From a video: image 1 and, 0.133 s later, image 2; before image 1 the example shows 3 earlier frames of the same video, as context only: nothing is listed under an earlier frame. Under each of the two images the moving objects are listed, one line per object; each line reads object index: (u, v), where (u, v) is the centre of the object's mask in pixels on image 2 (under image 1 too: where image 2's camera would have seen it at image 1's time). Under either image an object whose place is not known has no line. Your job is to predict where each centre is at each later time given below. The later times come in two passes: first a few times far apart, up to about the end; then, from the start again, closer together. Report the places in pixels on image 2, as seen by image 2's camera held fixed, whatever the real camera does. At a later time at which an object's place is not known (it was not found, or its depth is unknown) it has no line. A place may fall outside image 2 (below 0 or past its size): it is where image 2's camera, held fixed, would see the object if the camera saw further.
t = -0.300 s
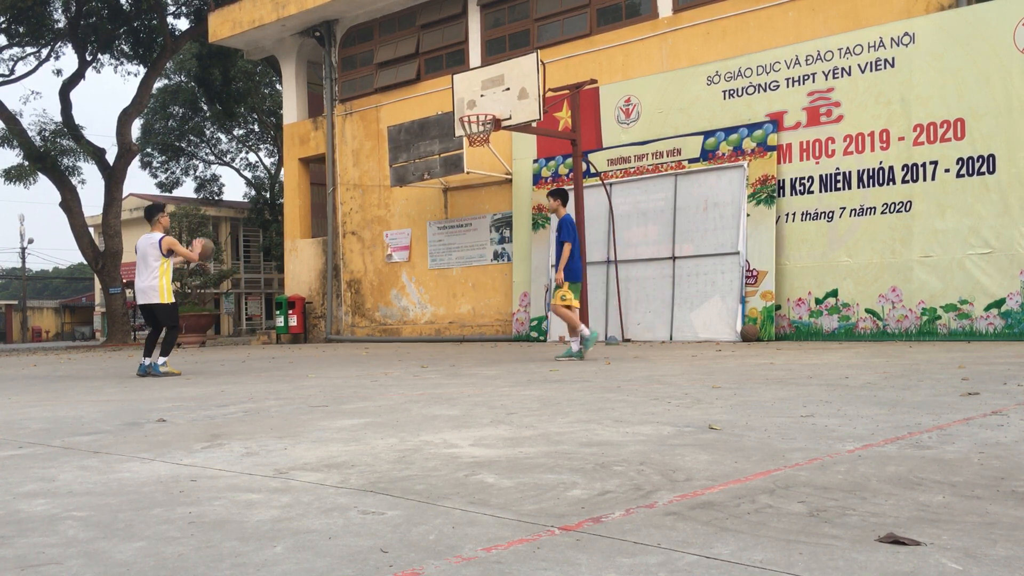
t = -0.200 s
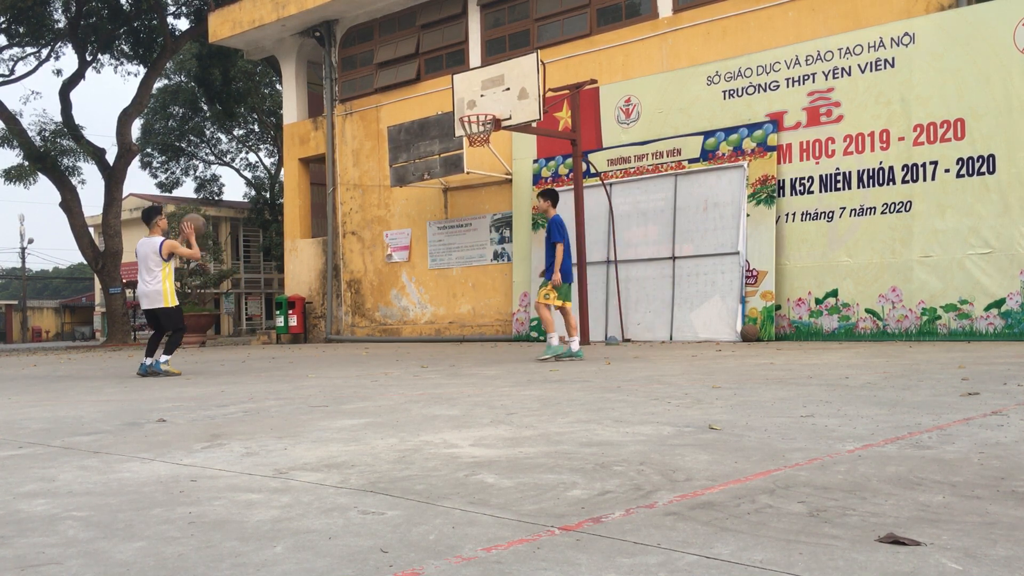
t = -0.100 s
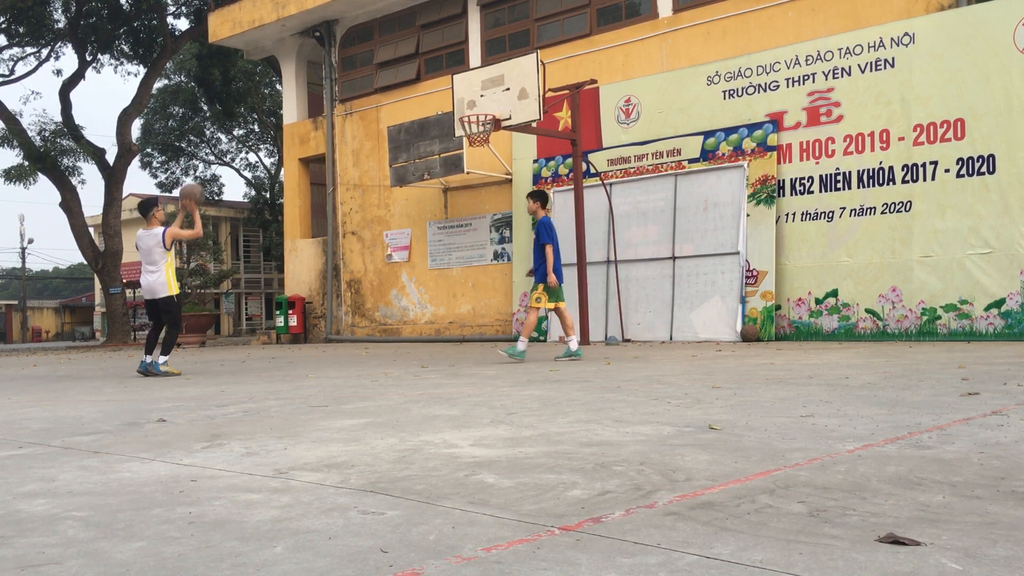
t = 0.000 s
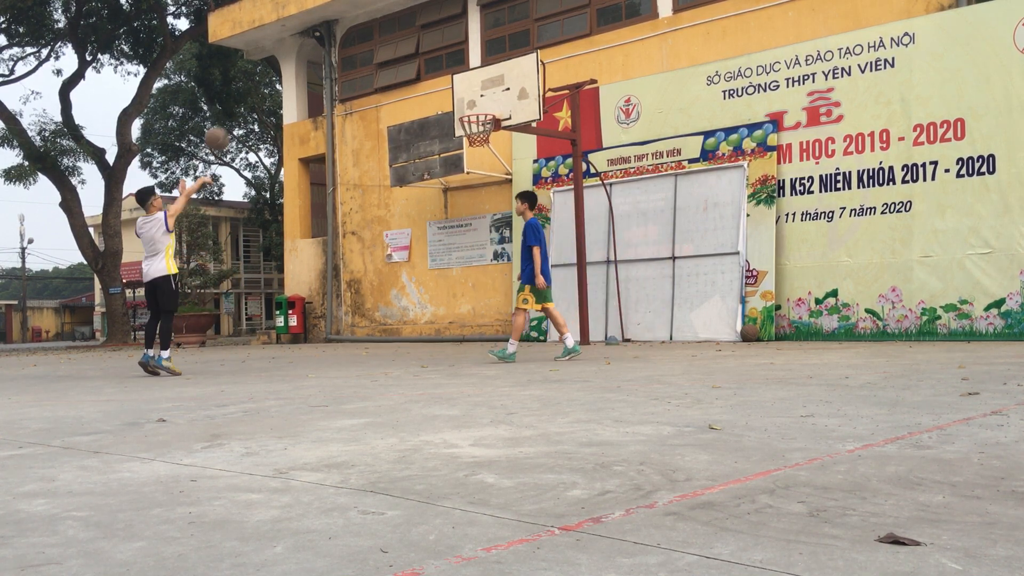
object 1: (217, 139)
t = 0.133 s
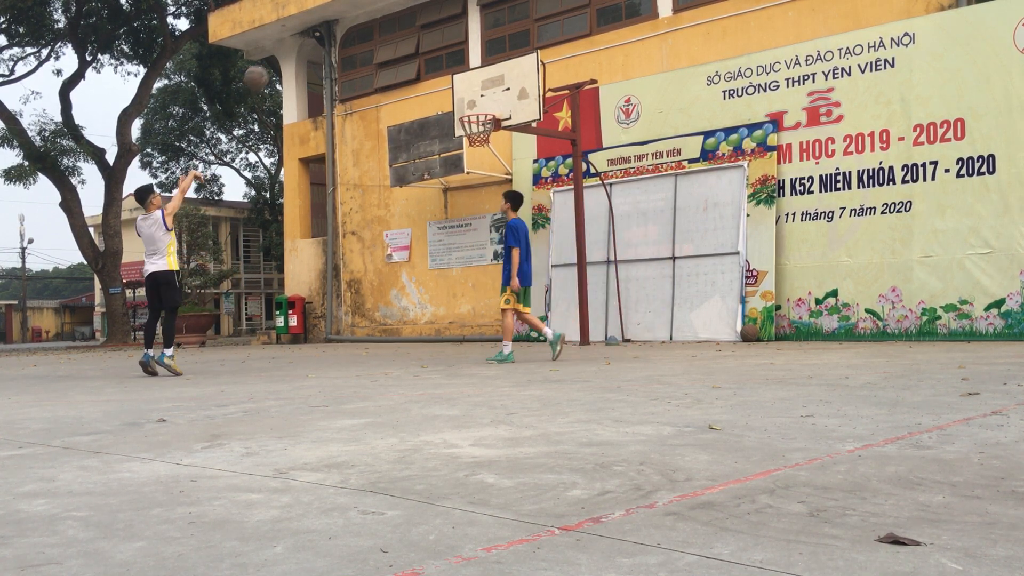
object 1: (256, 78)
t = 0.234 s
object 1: (284, 44)
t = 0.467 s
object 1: (343, 8)
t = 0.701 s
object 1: (399, 16)
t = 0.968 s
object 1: (456, 76)
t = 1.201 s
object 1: (487, 134)
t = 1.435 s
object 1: (477, 148)
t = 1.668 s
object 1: (468, 199)
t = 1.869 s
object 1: (461, 277)
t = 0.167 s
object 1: (266, 65)
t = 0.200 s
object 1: (275, 55)
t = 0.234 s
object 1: (284, 44)
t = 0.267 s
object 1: (293, 36)
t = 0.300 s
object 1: (302, 29)
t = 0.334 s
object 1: (311, 22)
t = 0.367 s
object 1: (319, 17)
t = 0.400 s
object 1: (327, 13)
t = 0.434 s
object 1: (336, 10)
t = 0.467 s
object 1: (343, 8)
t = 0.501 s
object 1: (352, 7)
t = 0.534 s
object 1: (360, 7)
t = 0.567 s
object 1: (367, 8)
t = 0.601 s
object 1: (375, 8)
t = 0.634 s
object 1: (383, 9)
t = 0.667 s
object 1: (391, 12)
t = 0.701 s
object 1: (399, 16)
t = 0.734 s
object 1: (406, 21)
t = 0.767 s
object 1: (414, 25)
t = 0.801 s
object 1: (421, 32)
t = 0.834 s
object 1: (428, 40)
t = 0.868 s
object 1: (435, 48)
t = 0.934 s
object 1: (449, 65)
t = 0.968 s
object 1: (456, 76)
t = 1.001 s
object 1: (463, 88)
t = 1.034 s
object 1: (470, 99)
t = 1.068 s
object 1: (475, 109)
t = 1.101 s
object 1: (484, 125)
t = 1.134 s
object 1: (488, 132)
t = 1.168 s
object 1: (488, 135)
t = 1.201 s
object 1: (487, 134)
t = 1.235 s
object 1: (485, 134)
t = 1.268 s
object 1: (484, 134)
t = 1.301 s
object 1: (482, 134)
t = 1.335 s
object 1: (481, 137)
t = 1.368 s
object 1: (480, 139)
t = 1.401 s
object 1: (478, 142)
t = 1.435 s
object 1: (477, 148)
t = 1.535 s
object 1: (473, 164)
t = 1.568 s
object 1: (471, 172)
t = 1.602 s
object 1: (470, 180)
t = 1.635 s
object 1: (469, 190)
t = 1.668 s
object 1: (468, 199)
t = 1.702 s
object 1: (467, 210)
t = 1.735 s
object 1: (465, 222)
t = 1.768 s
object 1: (464, 235)
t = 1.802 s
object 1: (463, 248)
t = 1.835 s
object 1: (462, 262)
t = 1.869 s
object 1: (461, 277)
